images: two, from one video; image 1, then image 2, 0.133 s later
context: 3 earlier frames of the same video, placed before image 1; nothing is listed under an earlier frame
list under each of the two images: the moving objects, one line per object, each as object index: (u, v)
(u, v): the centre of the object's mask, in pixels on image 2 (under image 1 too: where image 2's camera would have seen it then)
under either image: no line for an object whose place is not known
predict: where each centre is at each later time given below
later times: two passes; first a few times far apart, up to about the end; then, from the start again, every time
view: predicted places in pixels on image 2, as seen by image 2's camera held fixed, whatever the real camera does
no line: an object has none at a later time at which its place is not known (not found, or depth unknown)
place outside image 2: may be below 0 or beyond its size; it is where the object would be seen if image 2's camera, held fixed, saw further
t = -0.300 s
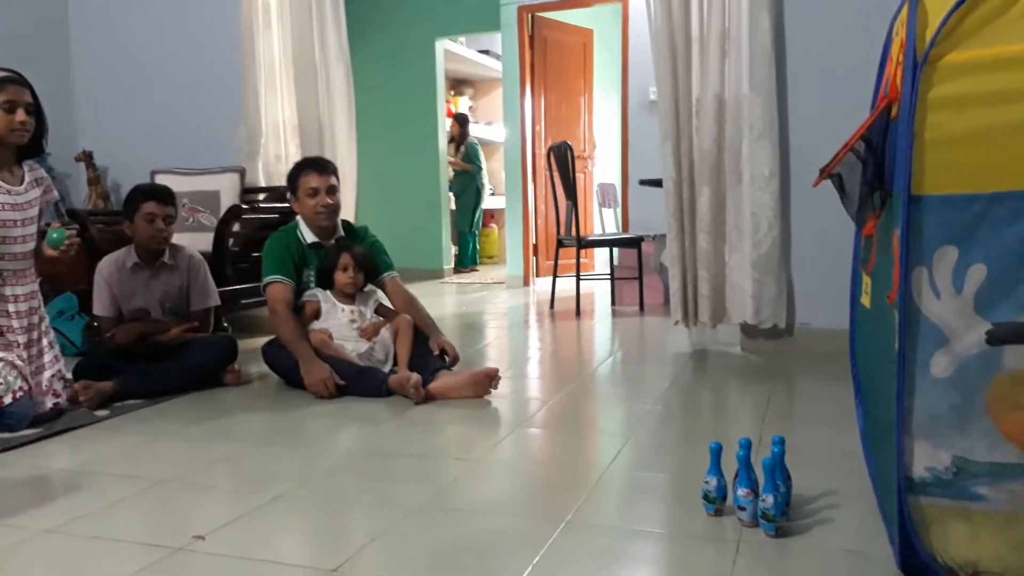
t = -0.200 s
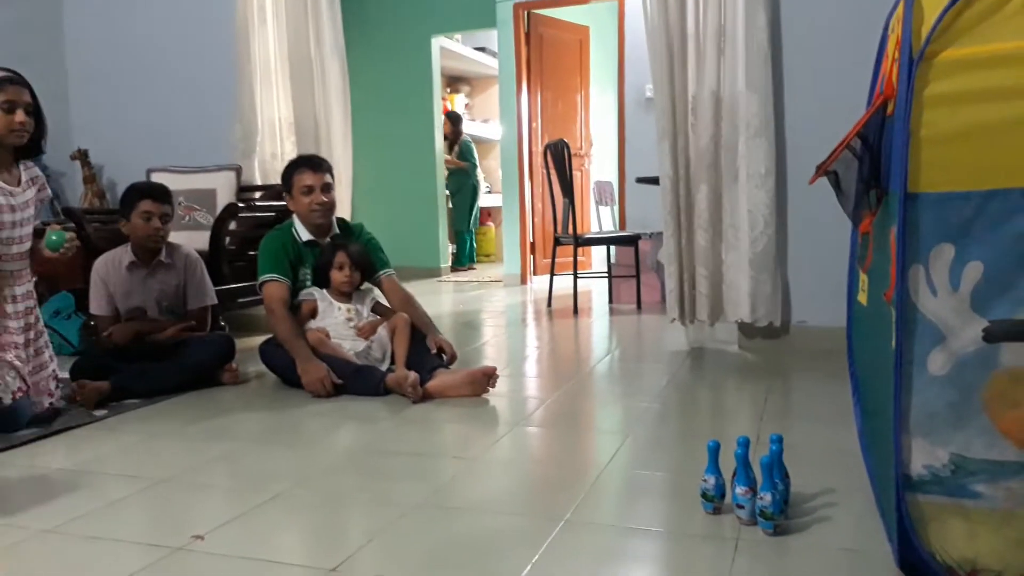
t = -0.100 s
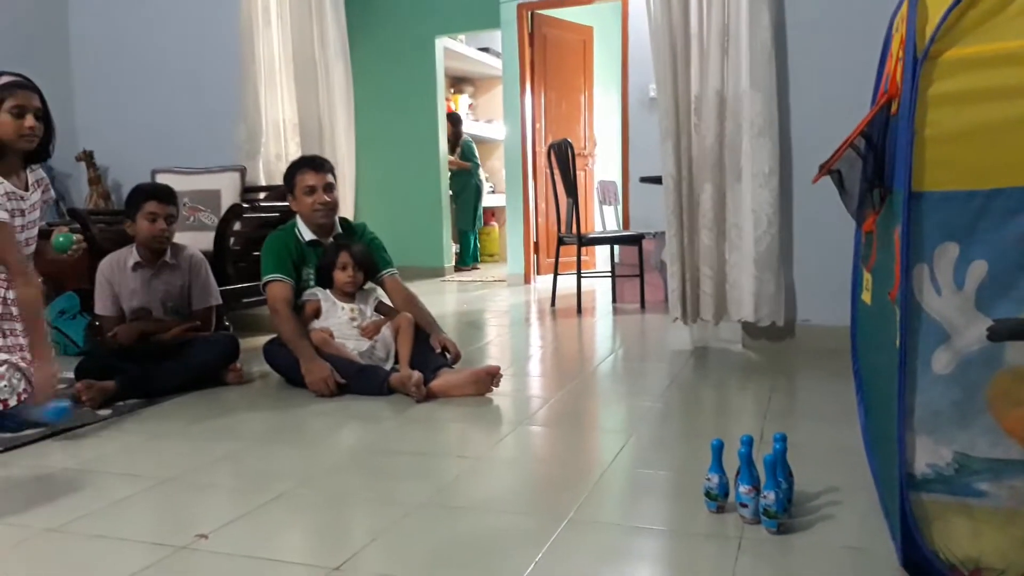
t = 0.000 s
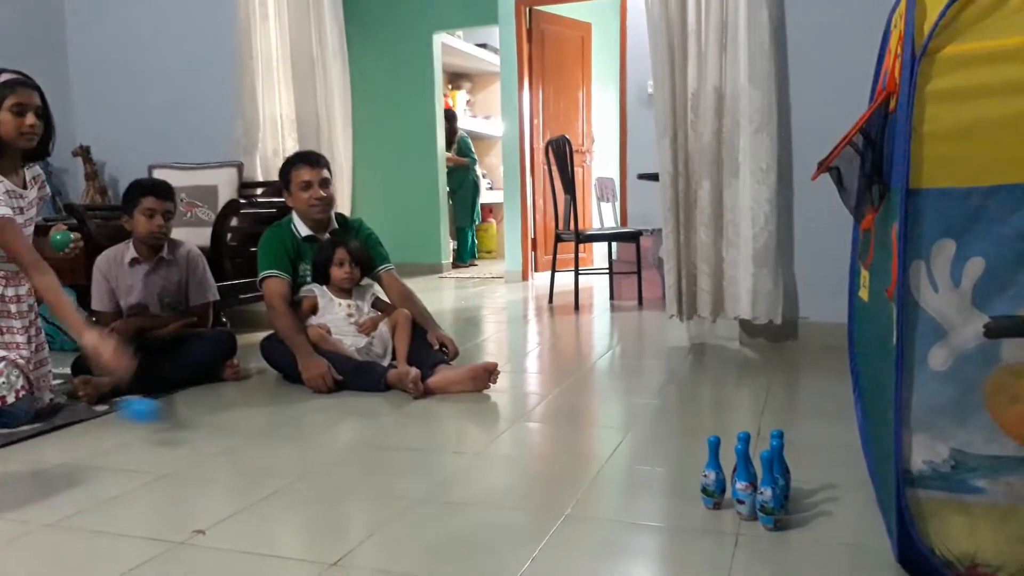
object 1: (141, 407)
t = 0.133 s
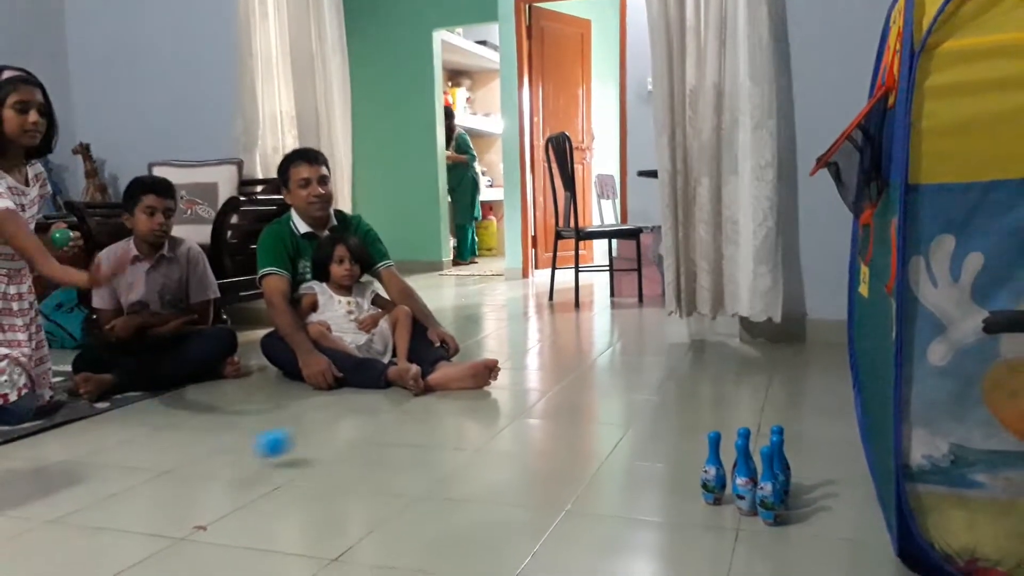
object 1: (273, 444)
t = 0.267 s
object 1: (388, 465)
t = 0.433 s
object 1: (555, 504)
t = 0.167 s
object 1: (300, 441)
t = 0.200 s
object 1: (327, 444)
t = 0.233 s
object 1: (357, 451)
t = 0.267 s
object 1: (388, 465)
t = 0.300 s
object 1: (420, 481)
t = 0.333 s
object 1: (450, 479)
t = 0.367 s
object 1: (482, 480)
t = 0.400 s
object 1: (518, 489)
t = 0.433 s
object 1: (555, 504)
